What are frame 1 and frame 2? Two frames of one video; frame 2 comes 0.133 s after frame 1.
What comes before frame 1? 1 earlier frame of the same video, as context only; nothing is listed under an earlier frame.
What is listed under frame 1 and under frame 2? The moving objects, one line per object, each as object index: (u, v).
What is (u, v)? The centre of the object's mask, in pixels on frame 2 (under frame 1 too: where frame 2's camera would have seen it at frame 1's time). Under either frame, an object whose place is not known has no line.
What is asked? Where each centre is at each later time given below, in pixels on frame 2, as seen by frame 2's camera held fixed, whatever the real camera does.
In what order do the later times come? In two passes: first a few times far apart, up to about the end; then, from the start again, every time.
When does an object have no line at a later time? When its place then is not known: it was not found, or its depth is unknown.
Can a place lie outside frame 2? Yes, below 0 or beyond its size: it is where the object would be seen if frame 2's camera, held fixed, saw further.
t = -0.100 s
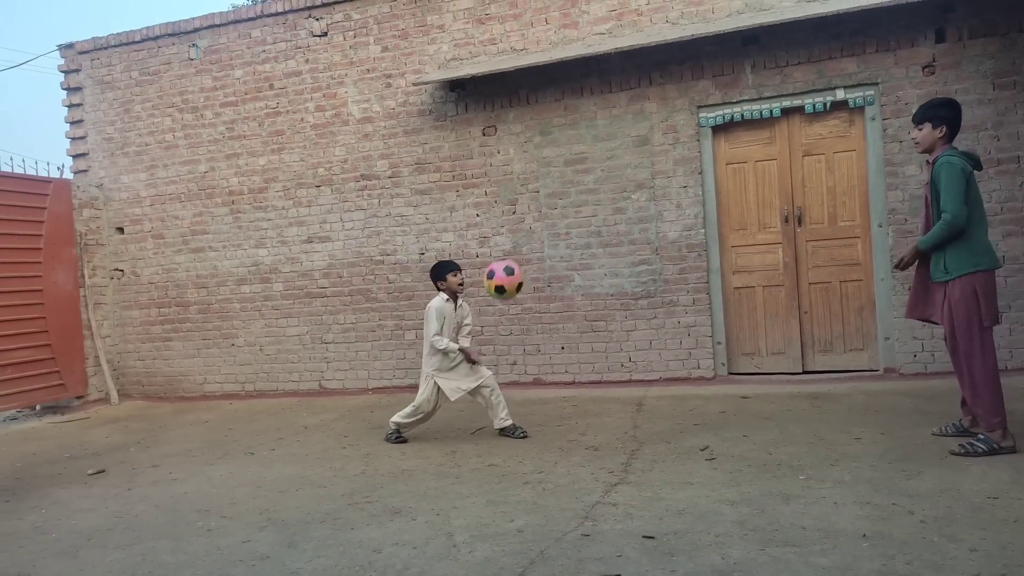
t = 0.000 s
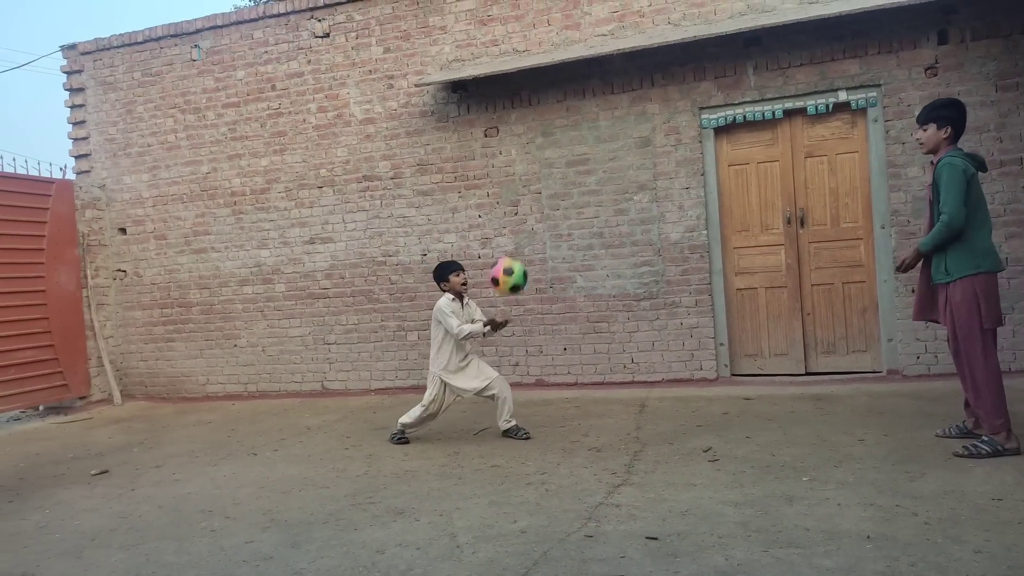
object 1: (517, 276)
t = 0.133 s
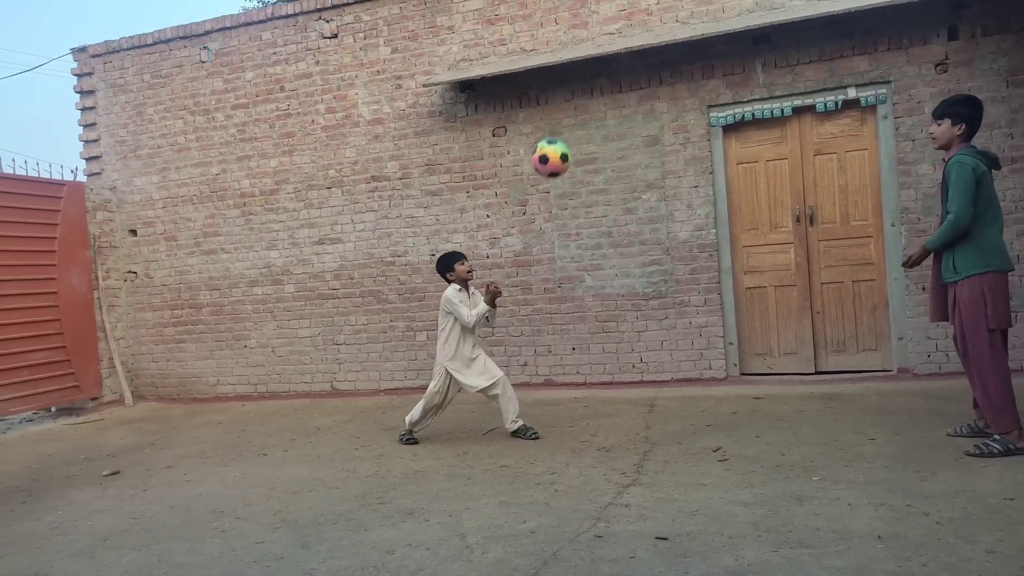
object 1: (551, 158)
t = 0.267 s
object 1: (586, 73)
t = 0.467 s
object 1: (645, 8)
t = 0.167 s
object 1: (560, 134)
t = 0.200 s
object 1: (569, 110)
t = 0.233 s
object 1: (577, 90)
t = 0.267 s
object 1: (586, 73)
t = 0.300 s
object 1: (595, 57)
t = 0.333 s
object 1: (605, 43)
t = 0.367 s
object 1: (615, 30)
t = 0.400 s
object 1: (626, 19)
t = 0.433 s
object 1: (635, 13)
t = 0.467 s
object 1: (645, 8)
